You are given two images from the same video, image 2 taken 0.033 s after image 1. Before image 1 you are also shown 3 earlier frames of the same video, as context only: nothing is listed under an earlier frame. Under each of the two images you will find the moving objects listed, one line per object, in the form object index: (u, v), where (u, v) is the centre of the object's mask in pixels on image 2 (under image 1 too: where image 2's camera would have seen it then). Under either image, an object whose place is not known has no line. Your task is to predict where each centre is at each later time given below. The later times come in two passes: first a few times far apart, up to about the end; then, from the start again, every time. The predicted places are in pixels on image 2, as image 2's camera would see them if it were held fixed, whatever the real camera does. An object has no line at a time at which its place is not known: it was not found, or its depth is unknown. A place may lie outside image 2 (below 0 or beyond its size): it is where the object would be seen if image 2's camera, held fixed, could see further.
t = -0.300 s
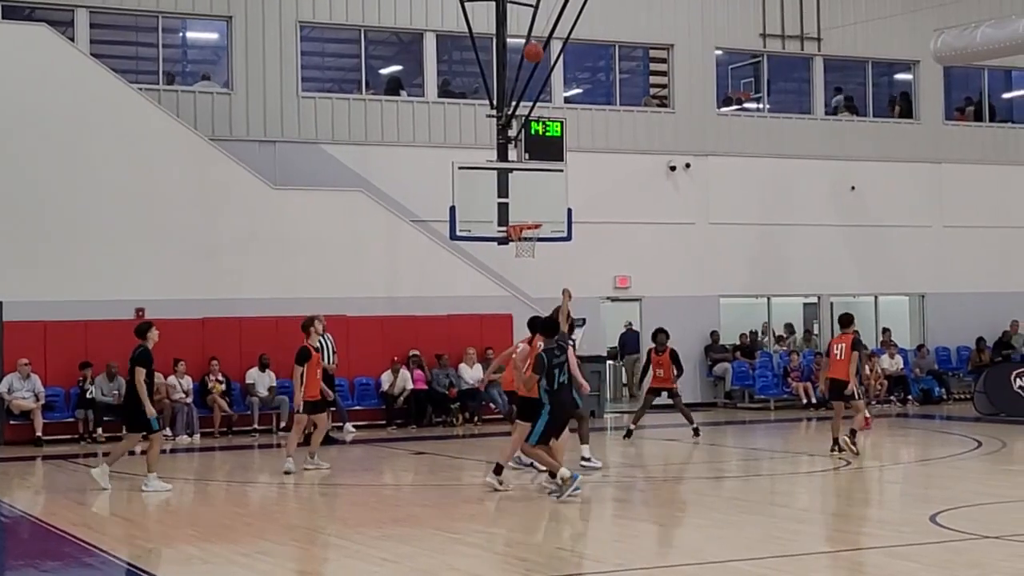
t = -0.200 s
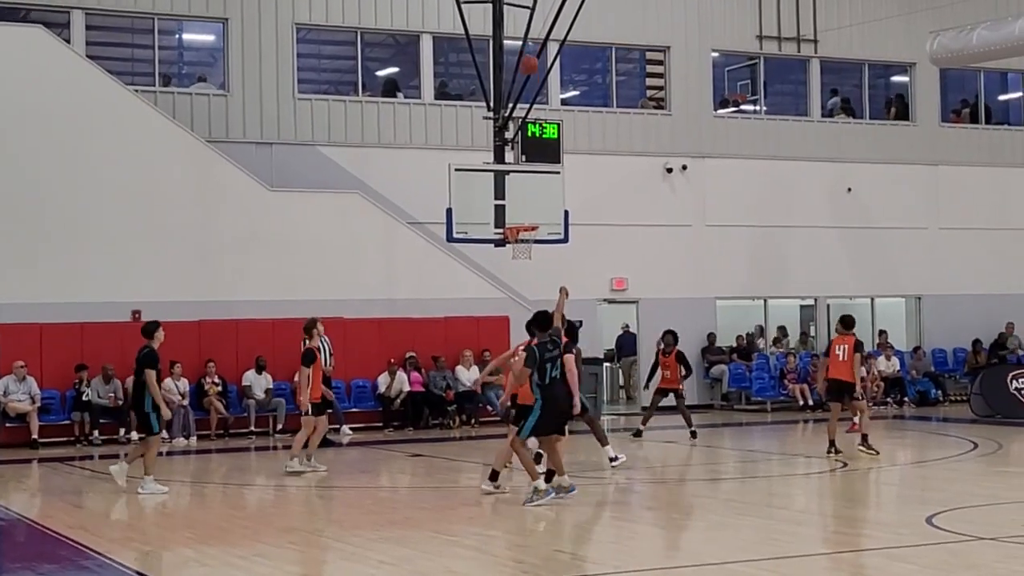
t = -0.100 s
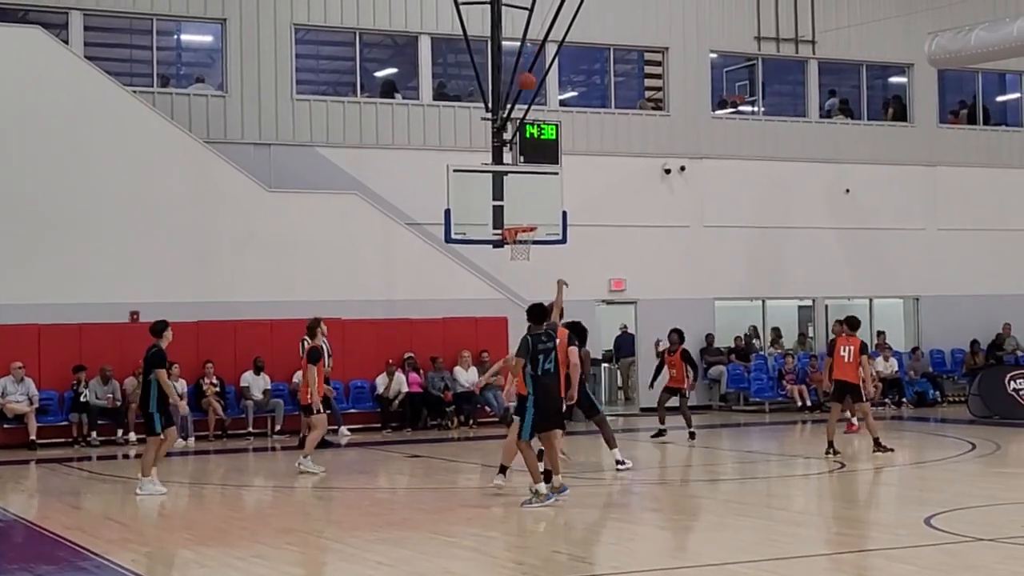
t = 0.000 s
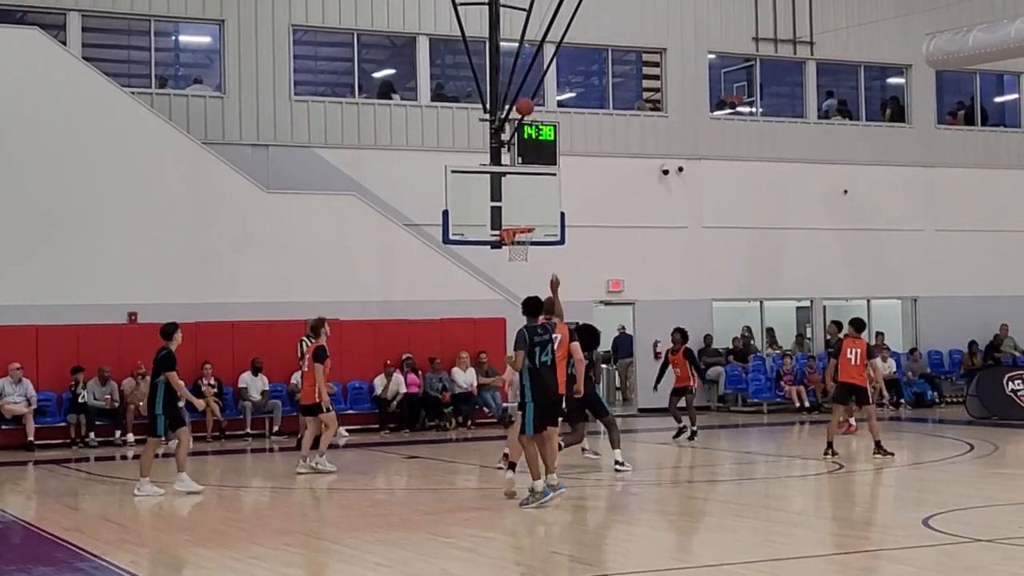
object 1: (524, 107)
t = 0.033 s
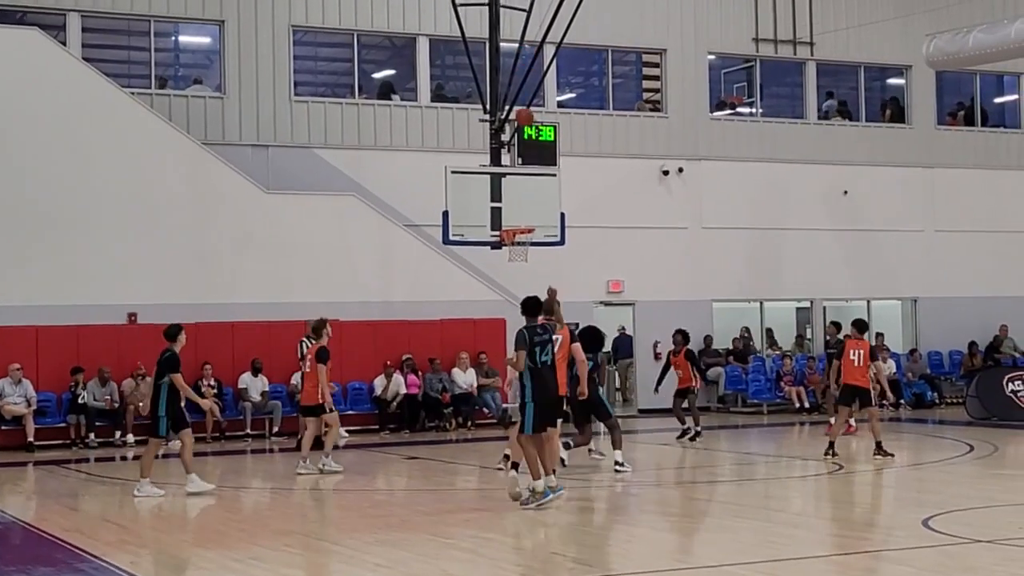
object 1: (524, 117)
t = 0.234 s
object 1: (523, 185)
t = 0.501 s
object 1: (544, 200)
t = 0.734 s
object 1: (577, 198)
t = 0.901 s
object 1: (602, 221)
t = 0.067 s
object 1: (523, 126)
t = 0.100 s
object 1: (524, 138)
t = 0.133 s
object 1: (524, 148)
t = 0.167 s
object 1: (524, 160)
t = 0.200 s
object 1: (523, 172)
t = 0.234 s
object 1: (523, 185)
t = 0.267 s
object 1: (523, 198)
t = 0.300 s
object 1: (523, 212)
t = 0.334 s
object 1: (524, 225)
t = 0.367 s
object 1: (527, 218)
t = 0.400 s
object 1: (532, 213)
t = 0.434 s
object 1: (536, 208)
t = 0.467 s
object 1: (540, 203)
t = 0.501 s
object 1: (544, 200)
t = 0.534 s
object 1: (549, 197)
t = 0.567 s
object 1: (554, 195)
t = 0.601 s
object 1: (558, 194)
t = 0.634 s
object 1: (563, 194)
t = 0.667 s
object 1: (567, 195)
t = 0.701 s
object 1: (572, 196)
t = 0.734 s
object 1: (577, 198)
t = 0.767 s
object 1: (582, 201)
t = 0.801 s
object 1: (587, 205)
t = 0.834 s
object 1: (592, 209)
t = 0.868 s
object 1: (597, 215)
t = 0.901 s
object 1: (602, 221)
